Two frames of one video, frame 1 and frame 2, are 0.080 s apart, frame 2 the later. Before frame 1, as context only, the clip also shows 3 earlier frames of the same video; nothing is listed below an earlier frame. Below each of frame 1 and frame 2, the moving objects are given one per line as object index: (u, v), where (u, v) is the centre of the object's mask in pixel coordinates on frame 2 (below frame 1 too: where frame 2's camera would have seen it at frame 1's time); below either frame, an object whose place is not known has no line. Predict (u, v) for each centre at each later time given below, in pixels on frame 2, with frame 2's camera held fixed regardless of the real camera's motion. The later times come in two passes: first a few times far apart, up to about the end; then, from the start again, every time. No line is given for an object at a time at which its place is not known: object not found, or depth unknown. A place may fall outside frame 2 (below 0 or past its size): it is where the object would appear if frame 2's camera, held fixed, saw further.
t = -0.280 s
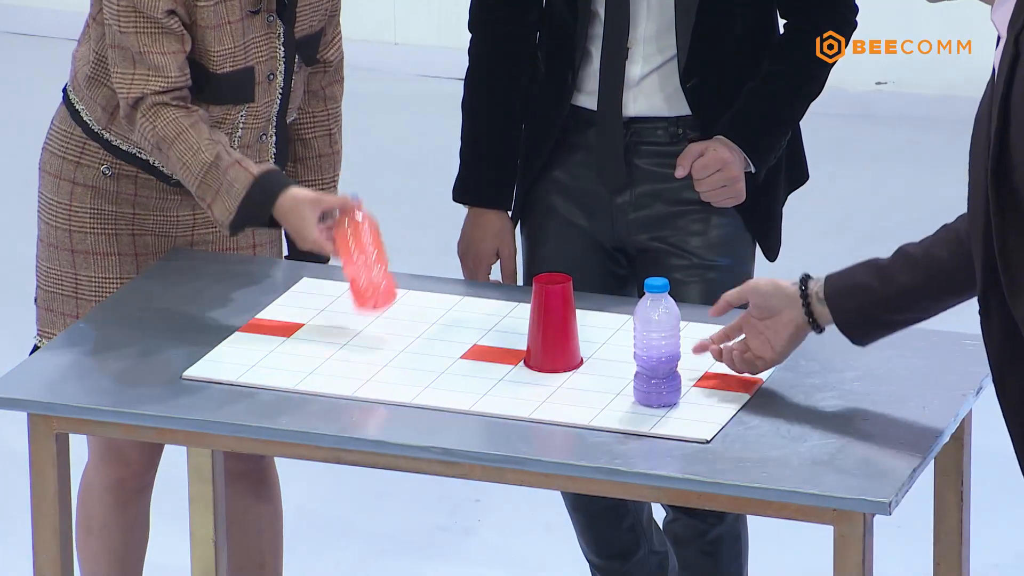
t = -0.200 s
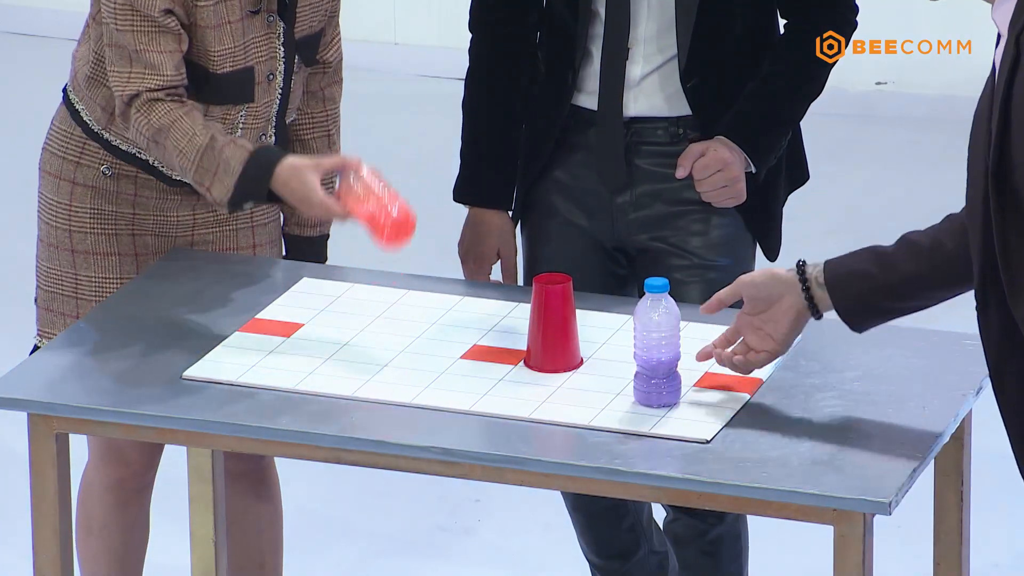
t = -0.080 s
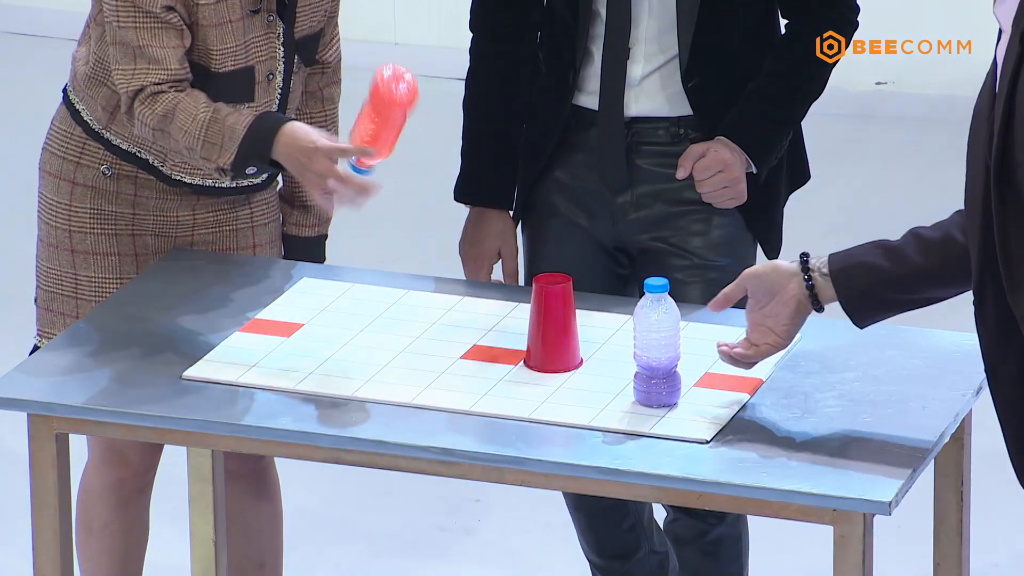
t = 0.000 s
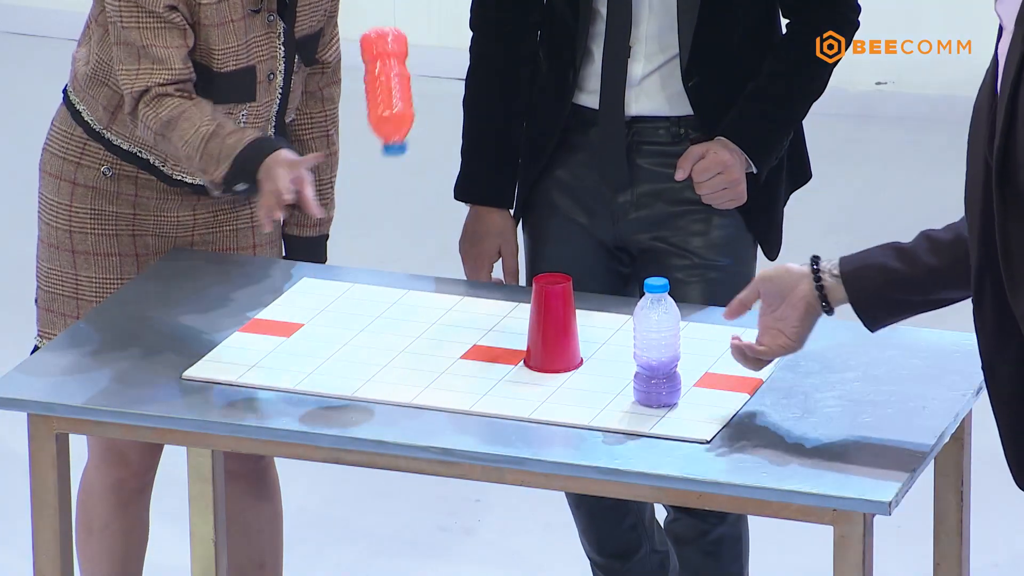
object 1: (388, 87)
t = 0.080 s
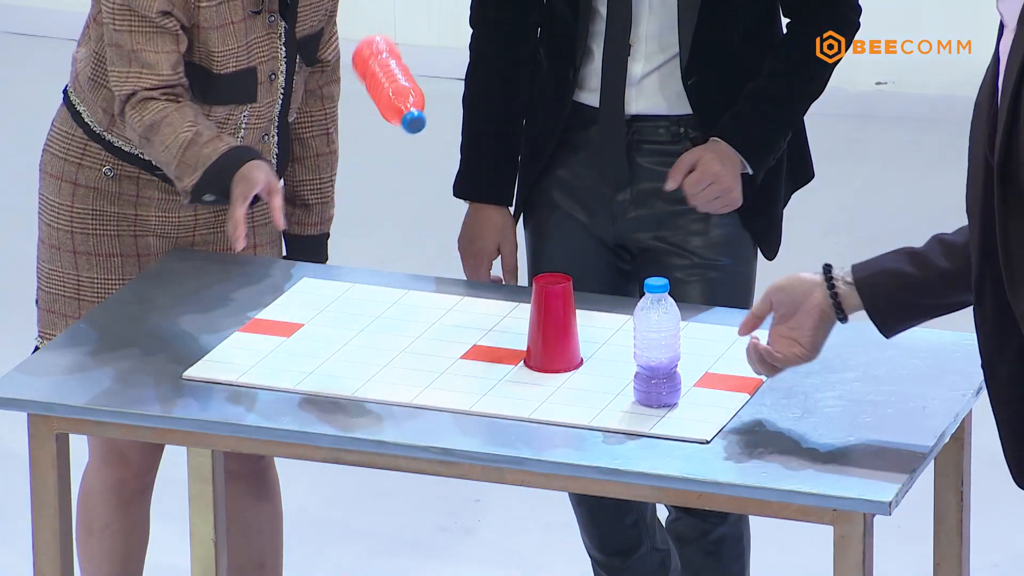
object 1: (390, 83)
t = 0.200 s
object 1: (389, 173)
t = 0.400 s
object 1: (381, 267)
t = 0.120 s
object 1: (389, 98)
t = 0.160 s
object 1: (388, 129)
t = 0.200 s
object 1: (389, 173)
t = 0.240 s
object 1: (389, 228)
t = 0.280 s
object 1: (388, 276)
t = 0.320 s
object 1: (385, 270)
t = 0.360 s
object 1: (383, 269)
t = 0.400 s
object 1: (381, 267)
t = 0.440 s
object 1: (379, 265)
